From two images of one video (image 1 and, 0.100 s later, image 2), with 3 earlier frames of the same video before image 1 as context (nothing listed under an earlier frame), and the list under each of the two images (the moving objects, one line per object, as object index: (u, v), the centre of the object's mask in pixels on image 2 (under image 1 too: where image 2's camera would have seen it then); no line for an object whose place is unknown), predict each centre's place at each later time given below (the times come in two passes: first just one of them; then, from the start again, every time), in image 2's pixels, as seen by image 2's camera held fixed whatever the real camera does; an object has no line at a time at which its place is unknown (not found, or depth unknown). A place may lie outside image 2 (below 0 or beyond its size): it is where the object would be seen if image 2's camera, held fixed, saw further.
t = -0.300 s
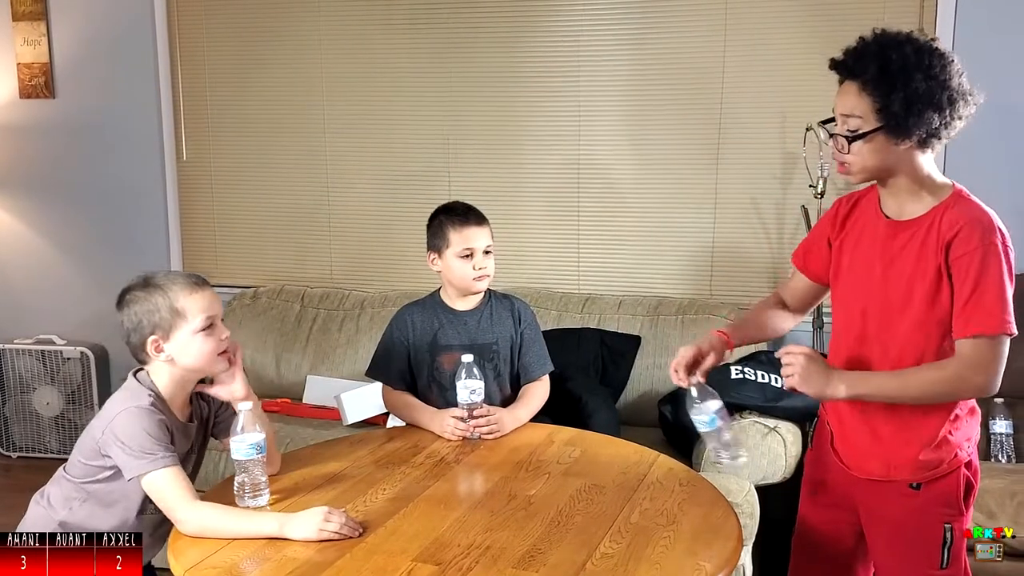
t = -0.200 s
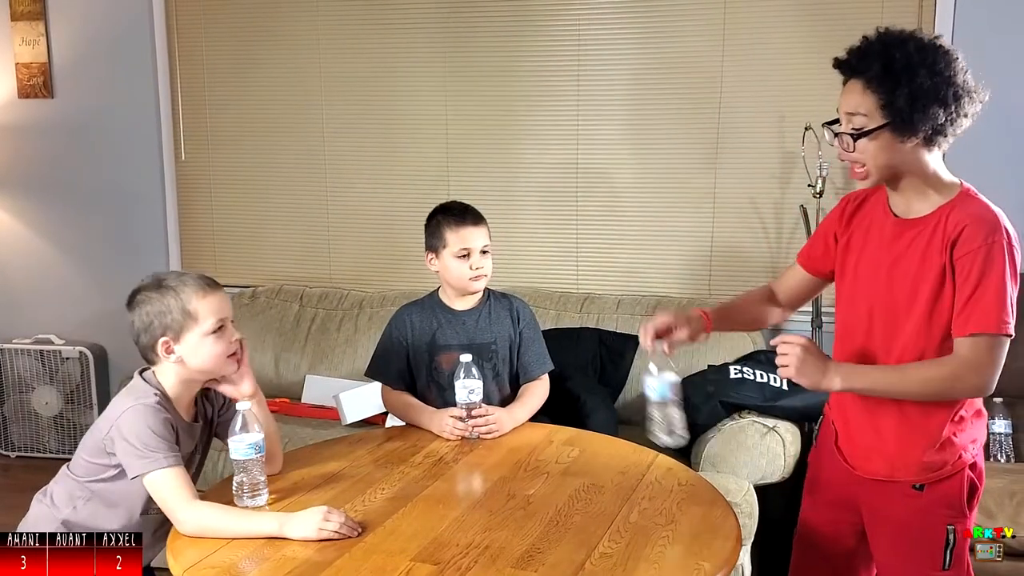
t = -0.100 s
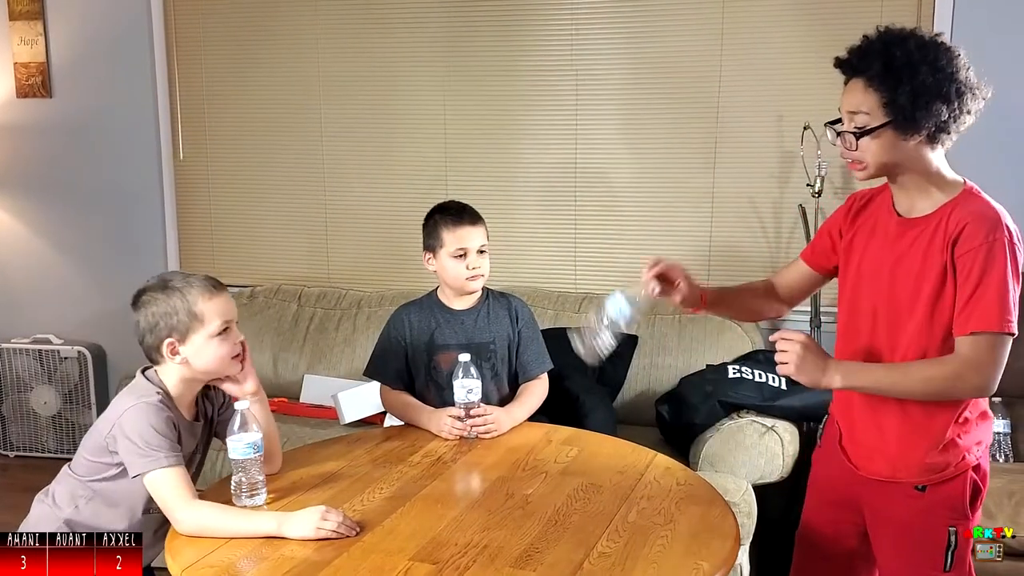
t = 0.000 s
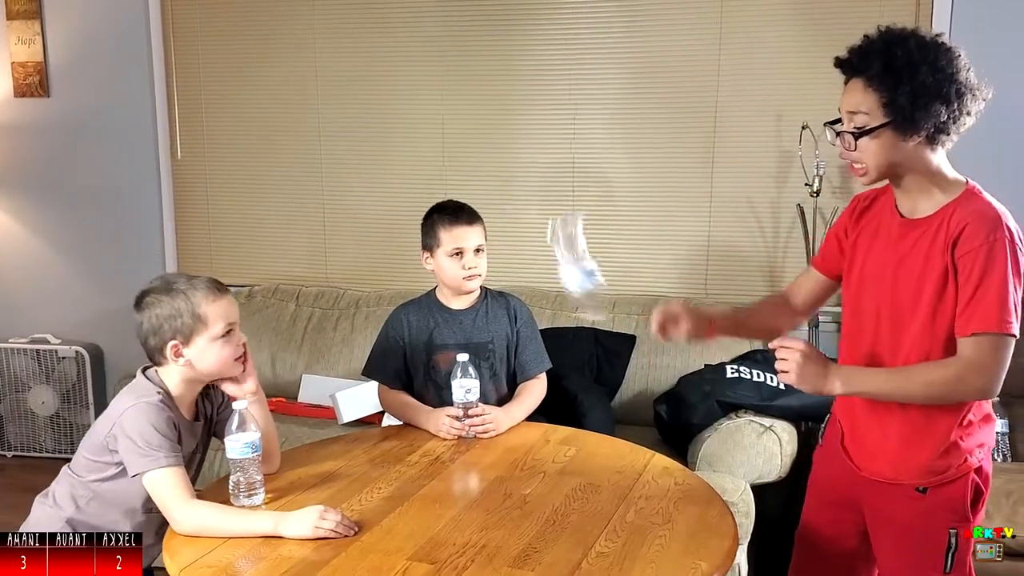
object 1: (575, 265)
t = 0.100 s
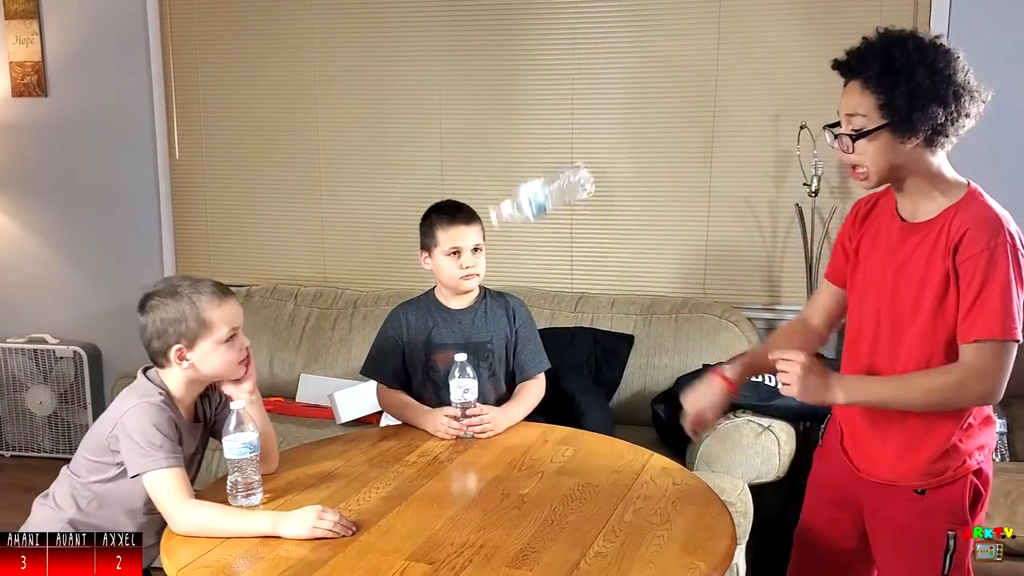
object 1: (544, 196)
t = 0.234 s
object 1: (534, 199)
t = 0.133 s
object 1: (542, 187)
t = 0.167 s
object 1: (539, 184)
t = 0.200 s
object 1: (537, 189)
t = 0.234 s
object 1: (534, 199)
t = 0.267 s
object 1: (531, 216)
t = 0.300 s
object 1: (527, 237)
